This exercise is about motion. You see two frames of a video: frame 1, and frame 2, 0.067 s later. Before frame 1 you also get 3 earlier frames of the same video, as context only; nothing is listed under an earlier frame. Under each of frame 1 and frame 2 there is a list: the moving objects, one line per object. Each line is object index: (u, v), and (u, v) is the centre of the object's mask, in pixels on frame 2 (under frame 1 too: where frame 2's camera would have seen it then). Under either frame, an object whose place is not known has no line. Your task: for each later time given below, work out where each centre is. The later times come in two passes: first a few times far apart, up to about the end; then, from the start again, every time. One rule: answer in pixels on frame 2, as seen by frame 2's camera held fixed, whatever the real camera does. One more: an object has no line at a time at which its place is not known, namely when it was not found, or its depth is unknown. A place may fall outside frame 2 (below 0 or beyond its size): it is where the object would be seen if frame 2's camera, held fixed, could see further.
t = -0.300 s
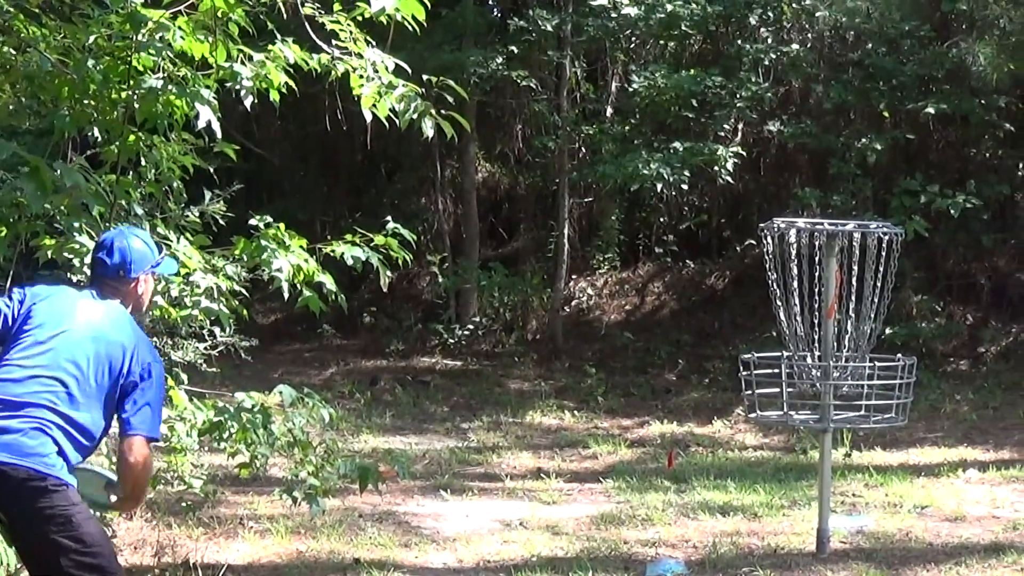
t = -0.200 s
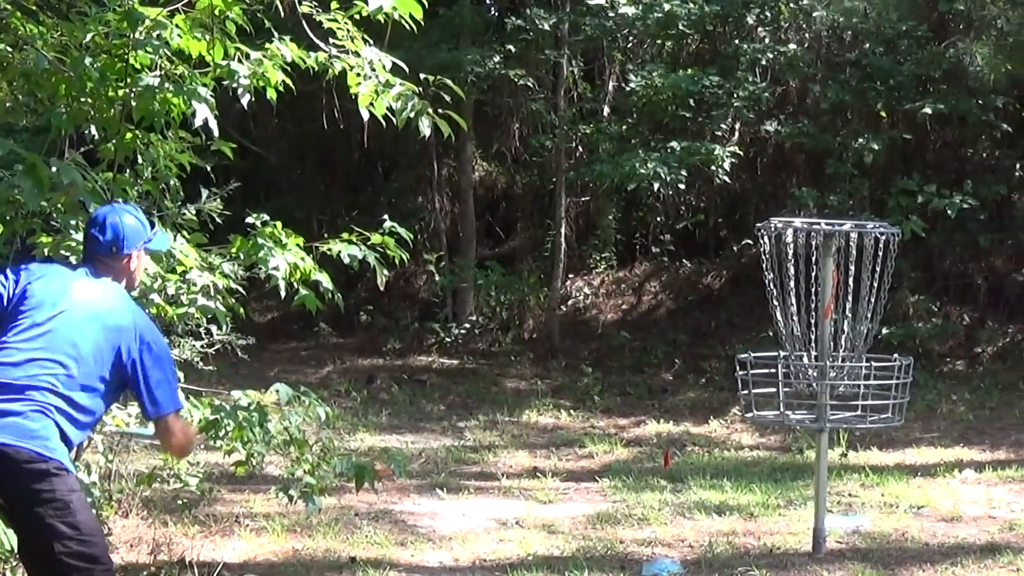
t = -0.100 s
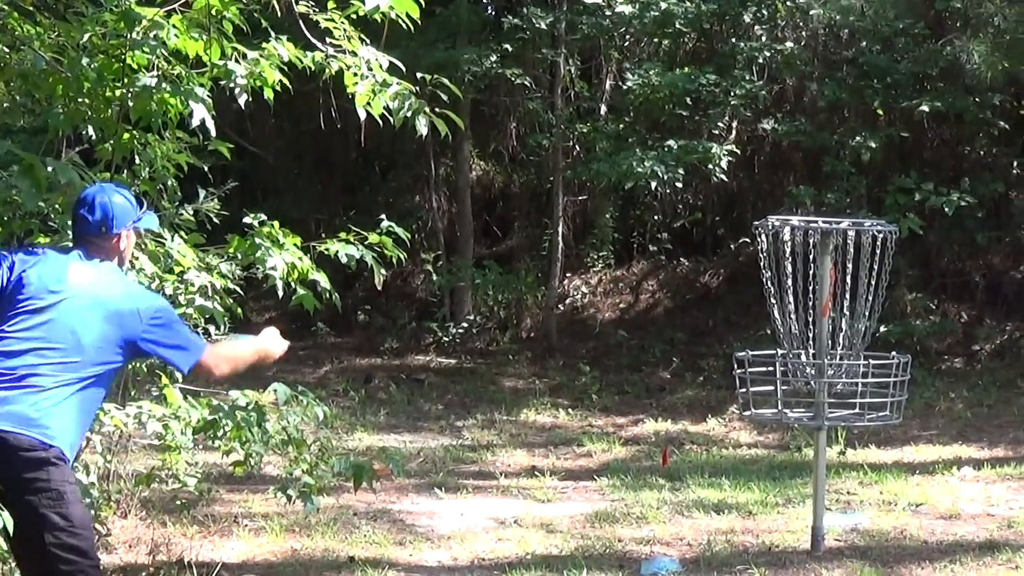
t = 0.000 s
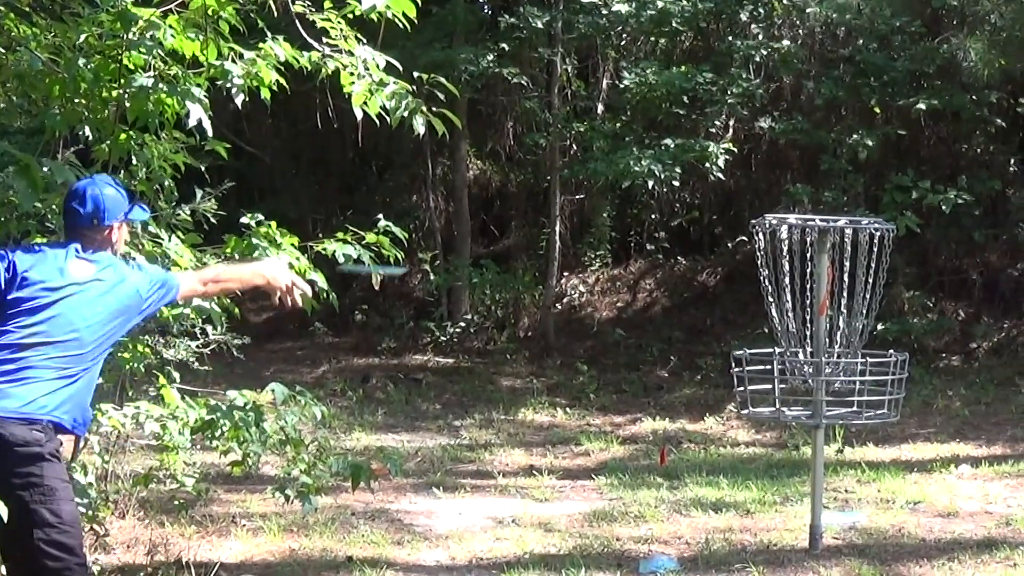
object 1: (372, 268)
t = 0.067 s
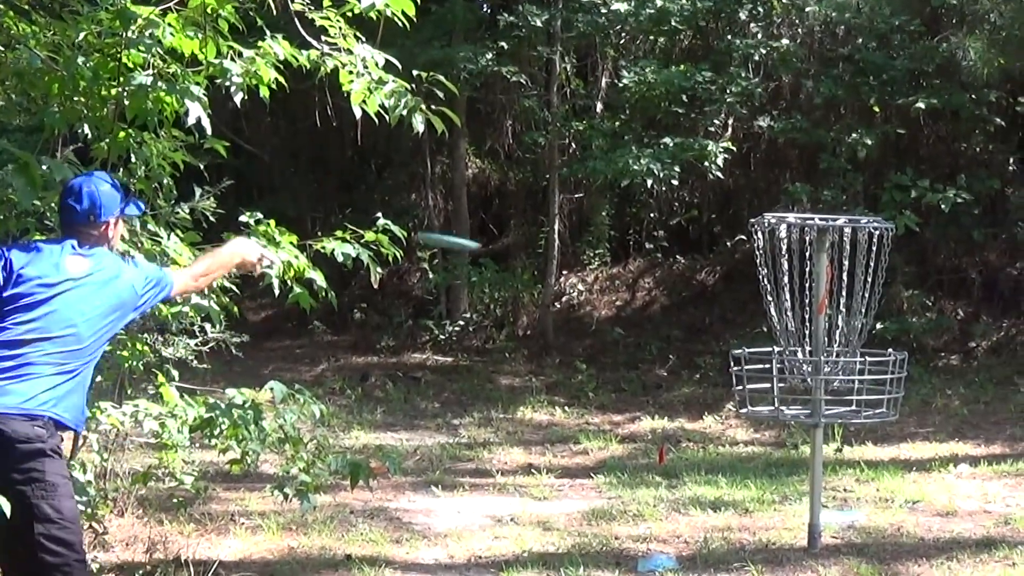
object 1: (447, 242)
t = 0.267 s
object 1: (644, 251)
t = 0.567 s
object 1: (801, 371)
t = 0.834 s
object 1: (768, 399)
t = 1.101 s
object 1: (759, 410)
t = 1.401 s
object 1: (760, 411)
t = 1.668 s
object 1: (761, 411)
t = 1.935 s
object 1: (760, 410)
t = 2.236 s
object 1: (760, 410)
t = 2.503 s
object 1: (760, 410)
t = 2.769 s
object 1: (761, 410)
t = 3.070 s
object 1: (763, 410)
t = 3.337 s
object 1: (763, 411)
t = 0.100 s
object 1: (482, 235)
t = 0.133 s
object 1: (517, 230)
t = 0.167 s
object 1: (549, 231)
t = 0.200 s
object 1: (585, 236)
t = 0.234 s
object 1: (613, 241)
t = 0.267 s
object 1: (644, 251)
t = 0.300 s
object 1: (673, 262)
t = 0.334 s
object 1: (702, 276)
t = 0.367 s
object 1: (730, 291)
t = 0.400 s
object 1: (759, 311)
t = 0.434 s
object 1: (782, 328)
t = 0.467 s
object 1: (794, 341)
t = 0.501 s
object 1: (801, 352)
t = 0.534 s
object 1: (800, 360)
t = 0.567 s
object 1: (801, 371)
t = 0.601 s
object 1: (797, 381)
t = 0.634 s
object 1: (797, 393)
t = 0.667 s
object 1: (791, 393)
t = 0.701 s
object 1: (786, 391)
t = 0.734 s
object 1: (780, 391)
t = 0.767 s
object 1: (775, 393)
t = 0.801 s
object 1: (769, 397)
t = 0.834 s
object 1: (768, 399)
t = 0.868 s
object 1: (766, 402)
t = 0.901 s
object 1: (764, 406)
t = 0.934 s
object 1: (763, 411)
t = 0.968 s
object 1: (762, 408)
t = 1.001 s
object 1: (762, 407)
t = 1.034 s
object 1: (762, 408)
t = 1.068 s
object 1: (761, 410)
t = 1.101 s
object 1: (759, 410)
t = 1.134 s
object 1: (761, 411)
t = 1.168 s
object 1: (762, 411)
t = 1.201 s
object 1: (761, 411)
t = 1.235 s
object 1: (761, 411)
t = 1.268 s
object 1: (761, 412)
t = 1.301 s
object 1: (762, 411)
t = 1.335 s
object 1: (762, 411)
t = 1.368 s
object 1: (762, 411)
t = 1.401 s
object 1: (760, 411)
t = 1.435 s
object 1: (760, 411)
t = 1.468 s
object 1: (760, 411)
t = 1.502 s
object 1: (760, 411)
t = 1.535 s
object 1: (762, 411)
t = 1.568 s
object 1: (761, 411)
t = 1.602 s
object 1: (761, 411)
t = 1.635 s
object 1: (761, 411)
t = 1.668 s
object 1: (761, 411)
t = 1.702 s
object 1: (761, 411)
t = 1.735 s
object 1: (760, 411)
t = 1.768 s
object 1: (760, 411)
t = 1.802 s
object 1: (760, 411)
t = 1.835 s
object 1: (760, 411)
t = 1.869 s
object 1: (760, 411)
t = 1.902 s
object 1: (760, 410)
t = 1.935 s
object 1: (760, 410)
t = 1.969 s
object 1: (760, 410)
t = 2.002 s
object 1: (760, 410)
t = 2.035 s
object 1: (759, 410)
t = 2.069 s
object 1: (759, 411)
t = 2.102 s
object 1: (760, 410)
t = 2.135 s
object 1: (760, 410)
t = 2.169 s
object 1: (759, 410)
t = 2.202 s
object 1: (759, 410)
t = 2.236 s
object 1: (760, 410)
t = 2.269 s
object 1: (760, 410)
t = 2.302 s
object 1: (761, 410)
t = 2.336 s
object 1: (761, 410)
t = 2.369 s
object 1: (760, 410)
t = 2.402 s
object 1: (761, 410)
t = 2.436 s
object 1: (761, 410)
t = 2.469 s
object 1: (761, 410)
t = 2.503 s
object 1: (760, 410)
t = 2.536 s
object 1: (760, 410)
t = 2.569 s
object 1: (760, 410)
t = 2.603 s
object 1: (760, 410)
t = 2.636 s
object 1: (760, 410)
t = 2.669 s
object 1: (761, 410)
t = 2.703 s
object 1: (762, 410)
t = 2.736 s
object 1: (761, 410)
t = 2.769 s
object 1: (761, 410)
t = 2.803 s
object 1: (761, 410)
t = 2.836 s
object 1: (764, 410)
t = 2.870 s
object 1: (764, 410)
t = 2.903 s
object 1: (763, 410)
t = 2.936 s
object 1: (762, 410)
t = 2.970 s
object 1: (764, 410)
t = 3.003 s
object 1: (764, 410)
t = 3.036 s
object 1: (763, 410)
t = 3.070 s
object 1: (763, 410)
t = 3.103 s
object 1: (765, 410)
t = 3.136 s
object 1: (764, 410)
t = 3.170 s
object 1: (763, 410)
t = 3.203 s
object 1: (763, 410)
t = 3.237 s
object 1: (761, 410)
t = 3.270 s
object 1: (762, 410)
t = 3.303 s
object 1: (762, 410)
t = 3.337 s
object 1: (763, 411)
